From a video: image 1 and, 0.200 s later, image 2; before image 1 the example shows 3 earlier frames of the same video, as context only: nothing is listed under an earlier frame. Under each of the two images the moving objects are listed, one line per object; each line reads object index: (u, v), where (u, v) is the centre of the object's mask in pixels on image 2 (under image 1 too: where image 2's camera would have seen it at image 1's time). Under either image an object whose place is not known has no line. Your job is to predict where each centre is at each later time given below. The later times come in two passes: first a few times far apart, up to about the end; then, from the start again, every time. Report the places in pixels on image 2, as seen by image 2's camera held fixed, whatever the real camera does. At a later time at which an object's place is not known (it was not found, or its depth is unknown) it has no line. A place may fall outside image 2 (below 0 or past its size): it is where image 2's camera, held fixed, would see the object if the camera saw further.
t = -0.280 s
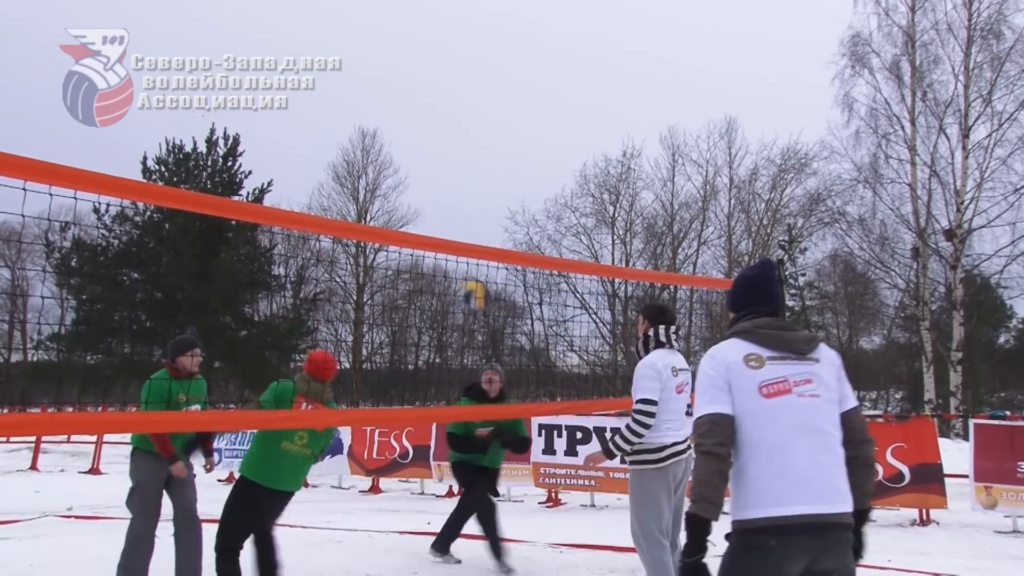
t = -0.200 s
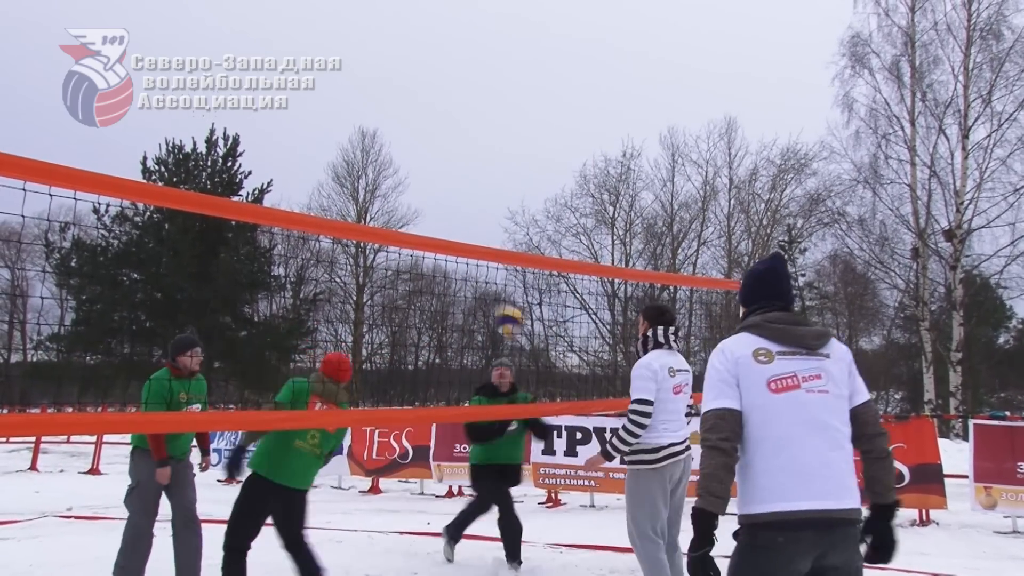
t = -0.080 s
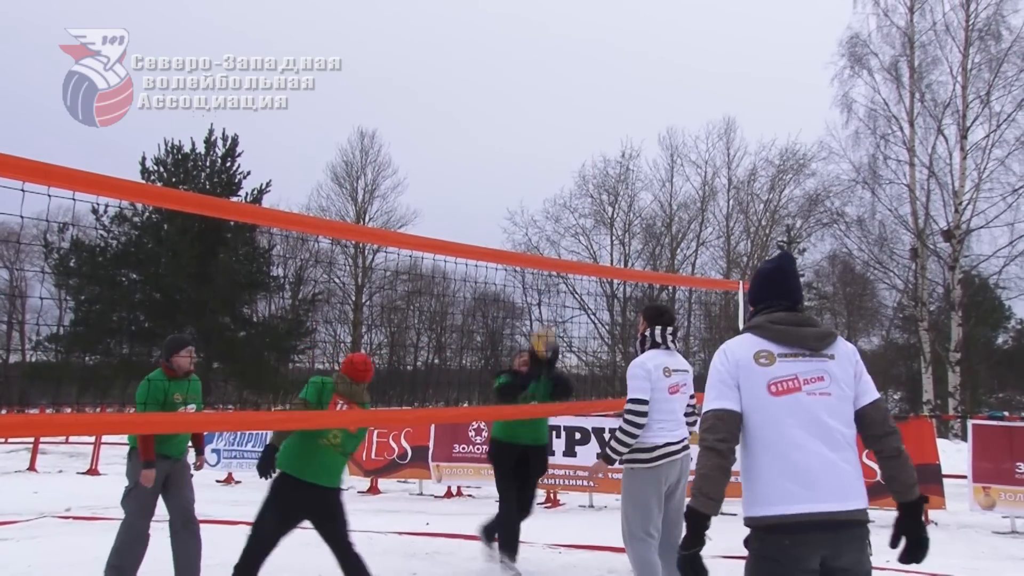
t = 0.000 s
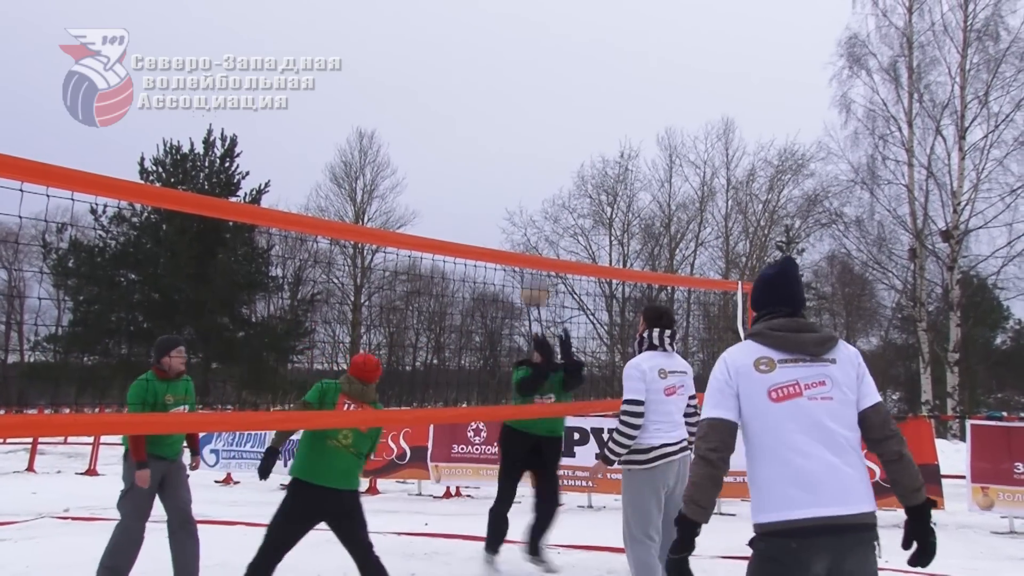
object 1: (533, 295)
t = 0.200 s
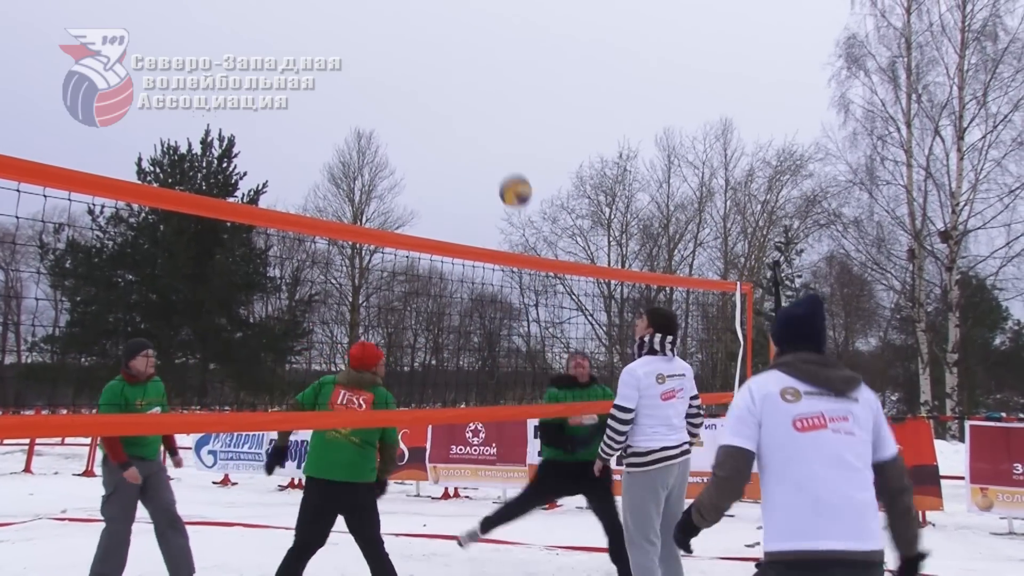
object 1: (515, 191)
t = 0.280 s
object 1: (507, 164)
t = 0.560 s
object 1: (473, 138)
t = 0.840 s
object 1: (425, 265)
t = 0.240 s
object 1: (511, 177)
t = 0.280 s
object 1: (507, 164)
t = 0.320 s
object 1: (503, 153)
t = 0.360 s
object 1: (499, 145)
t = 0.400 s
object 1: (494, 138)
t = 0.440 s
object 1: (489, 134)
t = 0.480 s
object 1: (484, 132)
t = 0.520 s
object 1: (479, 134)
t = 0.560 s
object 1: (473, 138)
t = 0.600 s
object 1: (467, 145)
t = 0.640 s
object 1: (461, 155)
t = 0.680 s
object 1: (454, 169)
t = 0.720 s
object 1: (447, 187)
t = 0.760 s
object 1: (440, 206)
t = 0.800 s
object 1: (434, 231)
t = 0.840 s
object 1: (425, 265)
